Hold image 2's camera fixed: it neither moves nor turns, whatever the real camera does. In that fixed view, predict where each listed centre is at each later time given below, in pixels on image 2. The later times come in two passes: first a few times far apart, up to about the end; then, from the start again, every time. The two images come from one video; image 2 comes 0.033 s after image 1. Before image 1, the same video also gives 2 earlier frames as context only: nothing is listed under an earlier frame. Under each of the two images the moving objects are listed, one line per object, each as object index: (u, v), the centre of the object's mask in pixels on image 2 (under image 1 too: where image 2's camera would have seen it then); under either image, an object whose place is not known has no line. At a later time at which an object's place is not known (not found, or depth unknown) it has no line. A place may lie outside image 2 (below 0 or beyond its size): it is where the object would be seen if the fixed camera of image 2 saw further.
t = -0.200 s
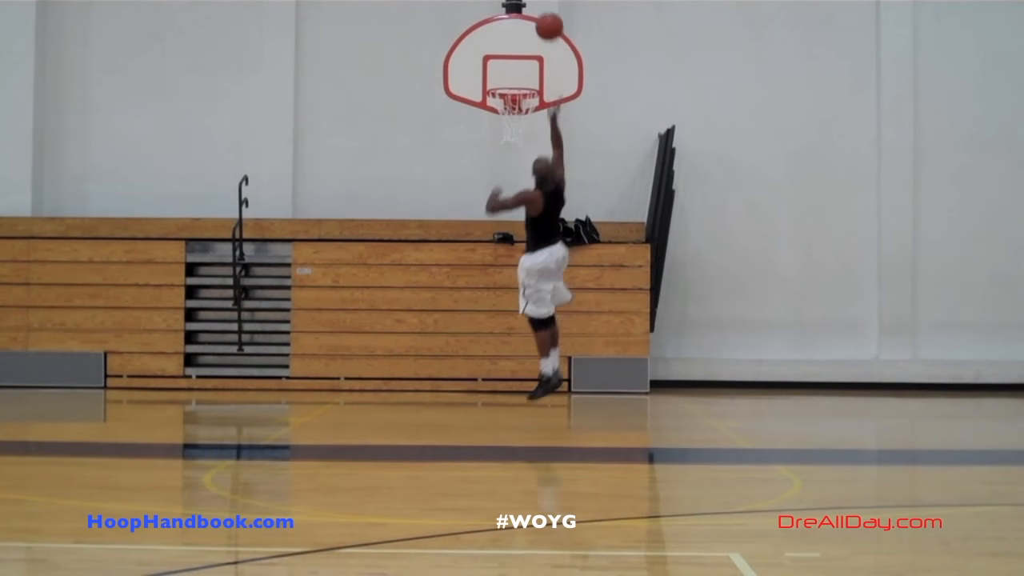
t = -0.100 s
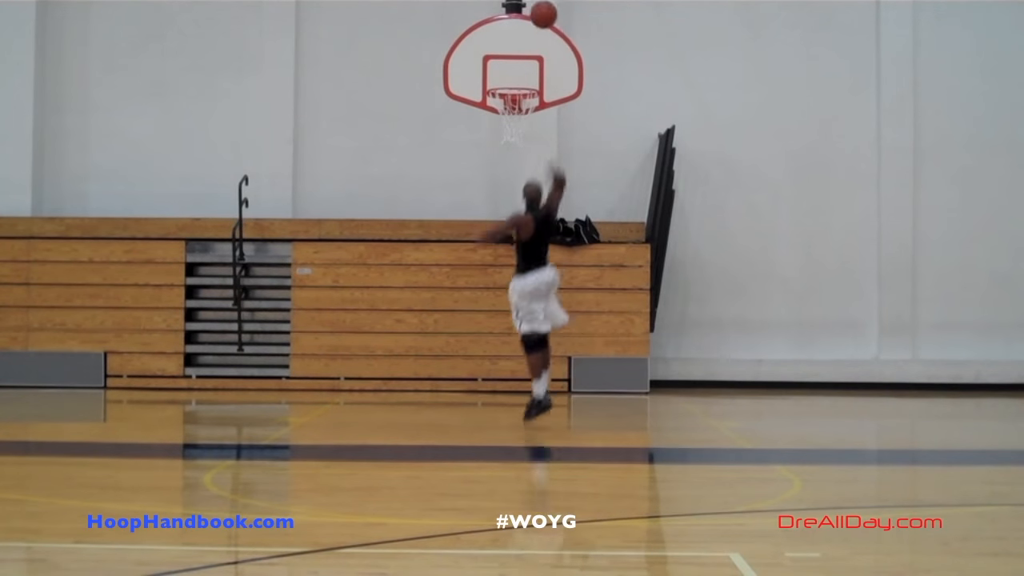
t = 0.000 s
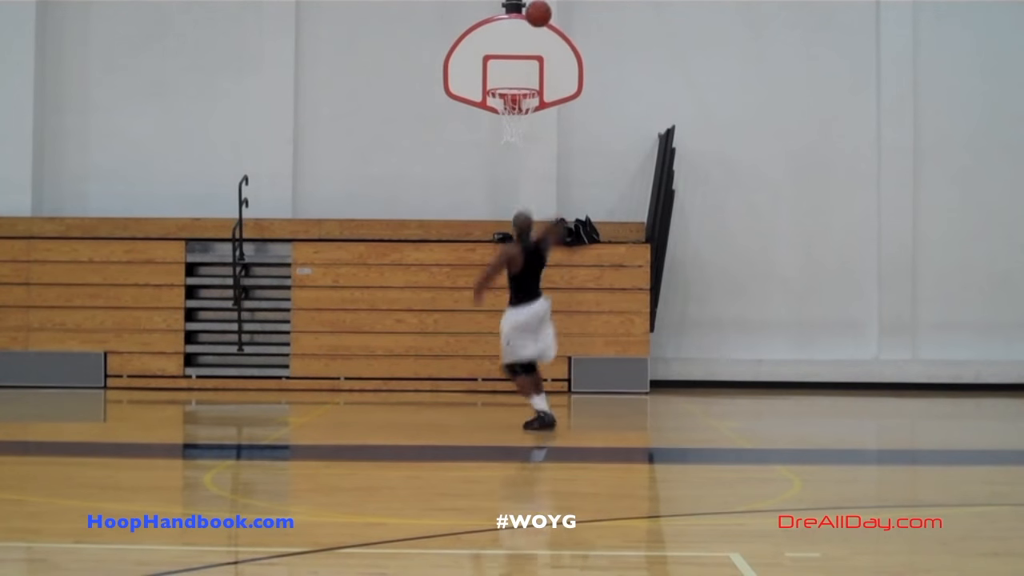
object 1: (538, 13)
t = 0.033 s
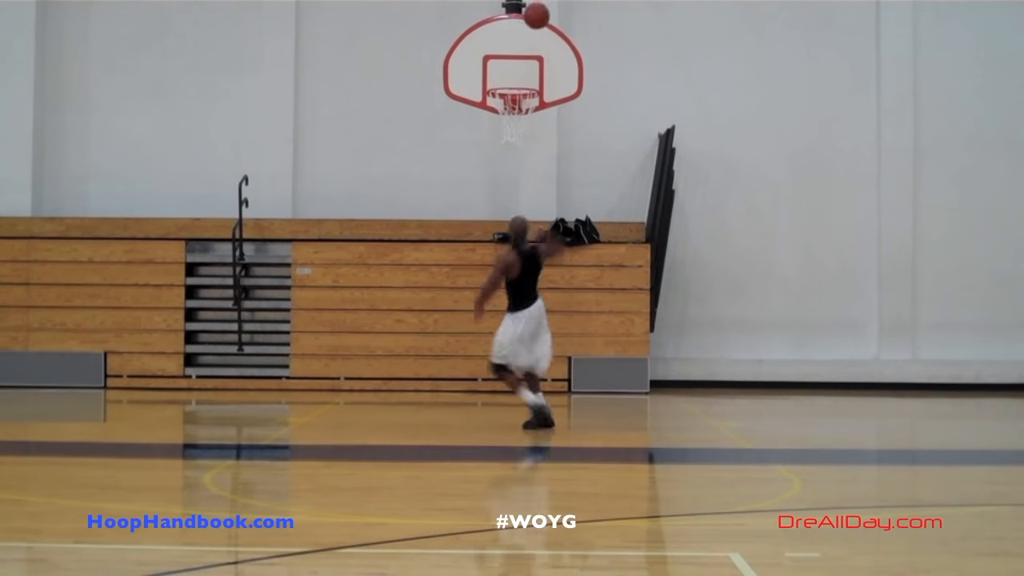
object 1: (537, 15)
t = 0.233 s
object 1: (526, 50)
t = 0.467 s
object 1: (508, 88)
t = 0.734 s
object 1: (528, 119)
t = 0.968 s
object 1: (535, 163)
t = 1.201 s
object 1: (549, 264)
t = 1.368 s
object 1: (558, 367)
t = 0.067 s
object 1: (535, 19)
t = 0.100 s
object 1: (533, 23)
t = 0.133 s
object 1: (532, 27)
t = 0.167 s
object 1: (529, 35)
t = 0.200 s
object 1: (528, 41)
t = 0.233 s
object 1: (526, 50)
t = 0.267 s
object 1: (524, 60)
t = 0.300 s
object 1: (523, 65)
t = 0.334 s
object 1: (523, 70)
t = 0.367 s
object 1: (523, 76)
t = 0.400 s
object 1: (522, 82)
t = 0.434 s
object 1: (517, 85)
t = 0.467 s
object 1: (508, 88)
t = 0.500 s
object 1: (501, 89)
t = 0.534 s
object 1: (502, 94)
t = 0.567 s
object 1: (505, 97)
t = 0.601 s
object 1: (509, 103)
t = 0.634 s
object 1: (514, 106)
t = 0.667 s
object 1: (515, 109)
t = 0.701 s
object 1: (526, 117)
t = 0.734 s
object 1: (528, 119)
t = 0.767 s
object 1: (523, 123)
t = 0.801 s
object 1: (525, 127)
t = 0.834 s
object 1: (527, 132)
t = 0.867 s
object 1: (529, 138)
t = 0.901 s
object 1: (531, 144)
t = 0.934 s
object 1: (533, 153)
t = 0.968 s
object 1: (535, 163)
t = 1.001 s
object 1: (537, 173)
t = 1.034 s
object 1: (539, 185)
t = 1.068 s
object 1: (541, 197)
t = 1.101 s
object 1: (543, 212)
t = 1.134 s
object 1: (545, 229)
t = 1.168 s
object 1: (547, 244)
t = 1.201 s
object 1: (549, 264)
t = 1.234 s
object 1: (551, 281)
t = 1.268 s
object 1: (552, 303)
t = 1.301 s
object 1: (555, 324)
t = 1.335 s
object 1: (557, 345)
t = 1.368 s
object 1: (558, 367)
